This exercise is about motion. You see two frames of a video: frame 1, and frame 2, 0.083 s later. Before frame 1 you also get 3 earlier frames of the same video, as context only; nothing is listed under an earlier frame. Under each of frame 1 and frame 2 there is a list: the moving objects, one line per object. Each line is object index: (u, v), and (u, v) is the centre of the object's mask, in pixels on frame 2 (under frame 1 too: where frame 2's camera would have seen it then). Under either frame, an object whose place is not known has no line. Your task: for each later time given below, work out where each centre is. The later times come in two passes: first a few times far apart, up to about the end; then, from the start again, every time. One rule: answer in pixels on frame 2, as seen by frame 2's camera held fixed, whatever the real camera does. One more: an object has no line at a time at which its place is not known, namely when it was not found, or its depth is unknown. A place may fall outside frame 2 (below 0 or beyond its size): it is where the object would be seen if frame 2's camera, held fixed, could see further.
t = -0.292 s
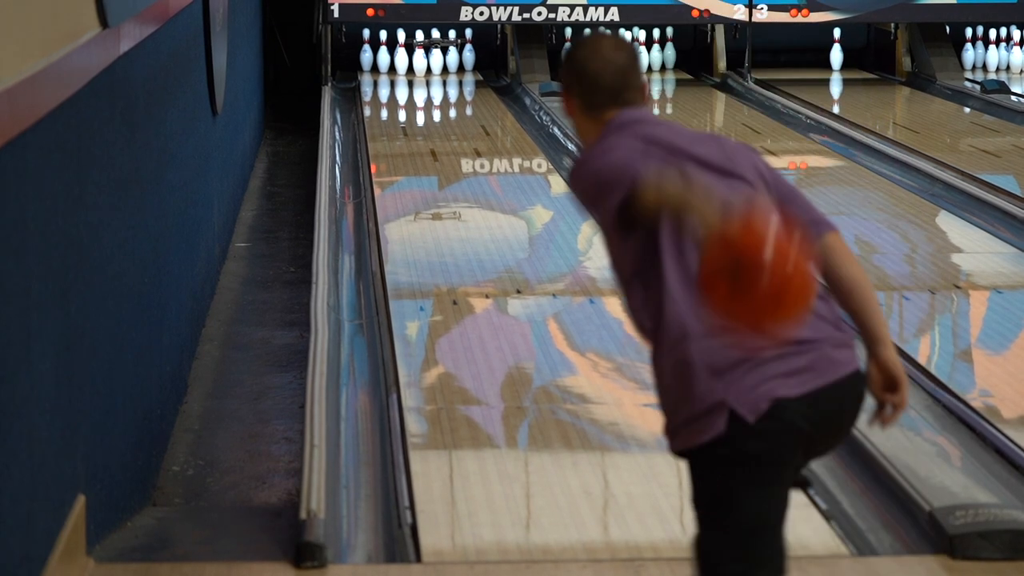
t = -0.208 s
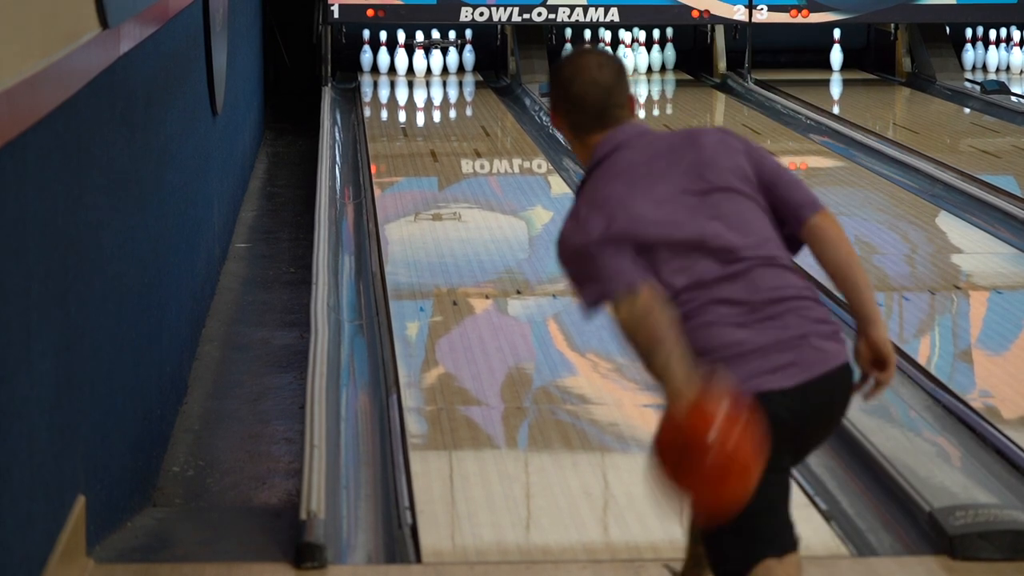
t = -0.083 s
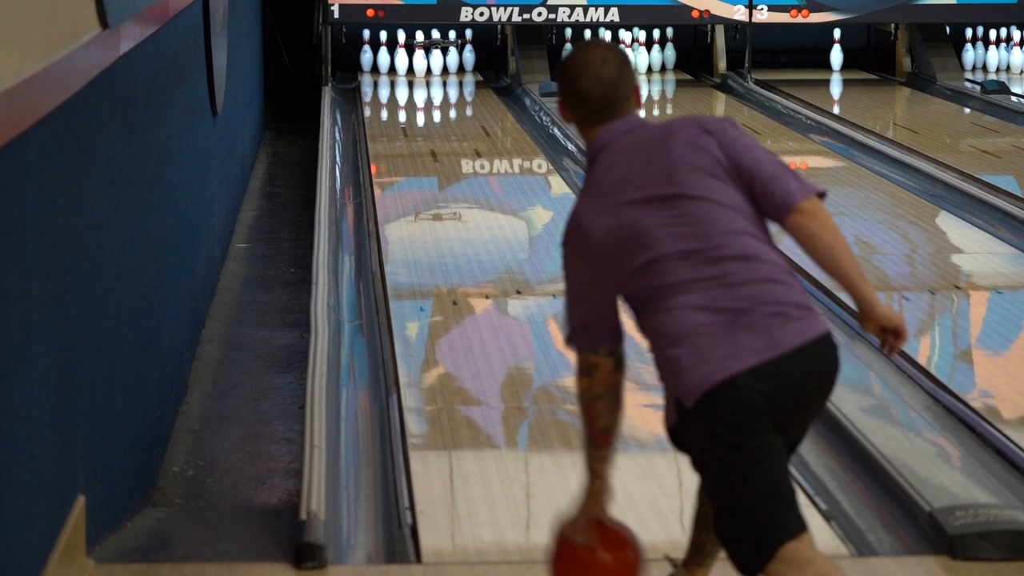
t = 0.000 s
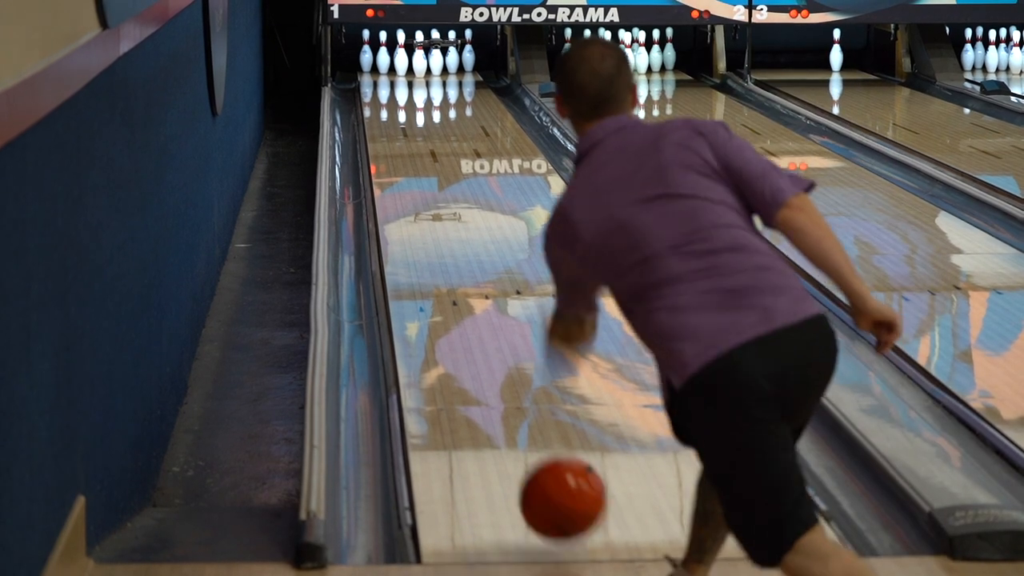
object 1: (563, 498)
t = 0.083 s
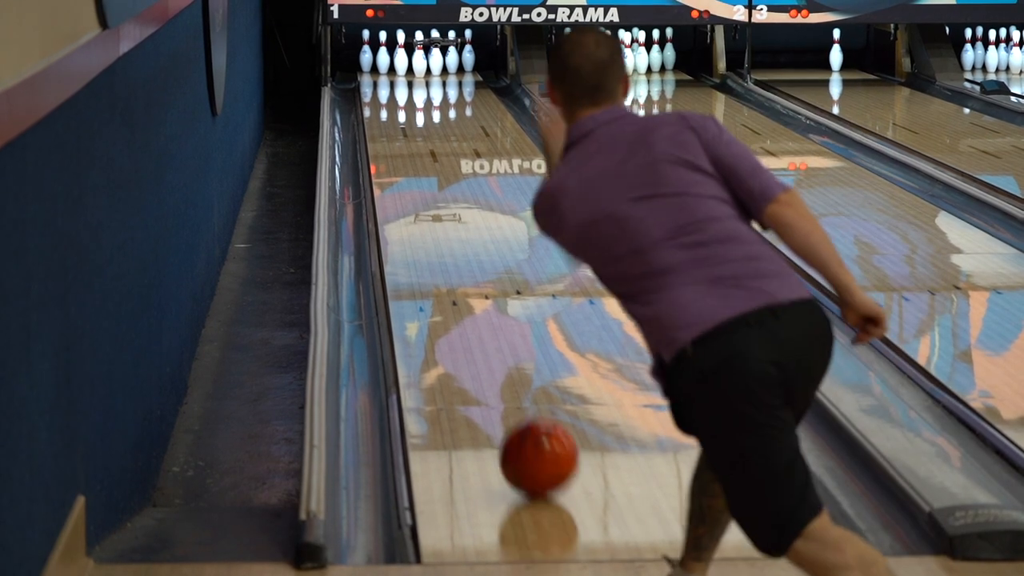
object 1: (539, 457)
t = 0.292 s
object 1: (496, 352)
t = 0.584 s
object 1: (458, 256)
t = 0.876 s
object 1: (435, 194)
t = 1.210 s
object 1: (417, 145)
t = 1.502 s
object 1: (406, 115)
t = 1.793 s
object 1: (403, 91)
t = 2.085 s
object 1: (406, 73)
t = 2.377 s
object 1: (406, 61)
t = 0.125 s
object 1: (529, 433)
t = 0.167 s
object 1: (520, 410)
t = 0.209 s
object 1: (511, 389)
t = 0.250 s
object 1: (503, 371)
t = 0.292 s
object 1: (496, 352)
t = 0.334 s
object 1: (489, 335)
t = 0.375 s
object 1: (483, 319)
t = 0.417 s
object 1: (478, 305)
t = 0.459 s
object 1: (472, 291)
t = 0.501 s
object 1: (467, 279)
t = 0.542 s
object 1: (463, 267)
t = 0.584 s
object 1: (458, 256)
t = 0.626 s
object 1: (454, 246)
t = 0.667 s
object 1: (451, 236)
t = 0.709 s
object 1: (447, 227)
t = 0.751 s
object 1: (444, 218)
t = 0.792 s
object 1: (440, 210)
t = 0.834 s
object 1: (438, 202)
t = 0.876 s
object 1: (435, 194)
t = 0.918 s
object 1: (432, 187)
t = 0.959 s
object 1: (430, 180)
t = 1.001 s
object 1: (427, 174)
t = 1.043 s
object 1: (425, 167)
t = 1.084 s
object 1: (423, 161)
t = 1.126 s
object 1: (421, 156)
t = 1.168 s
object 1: (419, 150)
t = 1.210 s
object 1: (417, 145)
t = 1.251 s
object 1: (415, 140)
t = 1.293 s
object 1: (414, 135)
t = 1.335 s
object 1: (412, 131)
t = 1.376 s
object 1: (411, 126)
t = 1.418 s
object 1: (409, 122)
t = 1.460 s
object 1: (408, 118)
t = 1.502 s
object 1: (406, 115)
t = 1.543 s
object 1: (405, 111)
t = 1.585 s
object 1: (404, 108)
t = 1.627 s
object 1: (404, 104)
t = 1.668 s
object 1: (403, 101)
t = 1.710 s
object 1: (403, 97)
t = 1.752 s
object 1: (403, 94)
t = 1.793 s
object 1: (403, 91)
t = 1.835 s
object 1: (402, 88)
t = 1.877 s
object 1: (403, 86)
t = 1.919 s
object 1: (403, 83)
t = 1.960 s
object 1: (404, 81)
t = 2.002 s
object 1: (404, 78)
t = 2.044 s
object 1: (405, 76)
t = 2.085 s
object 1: (406, 73)
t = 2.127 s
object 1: (407, 71)
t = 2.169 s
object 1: (408, 69)
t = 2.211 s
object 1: (410, 66)
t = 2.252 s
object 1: (408, 65)
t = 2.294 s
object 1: (408, 64)
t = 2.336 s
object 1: (408, 62)
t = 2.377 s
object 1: (406, 61)
